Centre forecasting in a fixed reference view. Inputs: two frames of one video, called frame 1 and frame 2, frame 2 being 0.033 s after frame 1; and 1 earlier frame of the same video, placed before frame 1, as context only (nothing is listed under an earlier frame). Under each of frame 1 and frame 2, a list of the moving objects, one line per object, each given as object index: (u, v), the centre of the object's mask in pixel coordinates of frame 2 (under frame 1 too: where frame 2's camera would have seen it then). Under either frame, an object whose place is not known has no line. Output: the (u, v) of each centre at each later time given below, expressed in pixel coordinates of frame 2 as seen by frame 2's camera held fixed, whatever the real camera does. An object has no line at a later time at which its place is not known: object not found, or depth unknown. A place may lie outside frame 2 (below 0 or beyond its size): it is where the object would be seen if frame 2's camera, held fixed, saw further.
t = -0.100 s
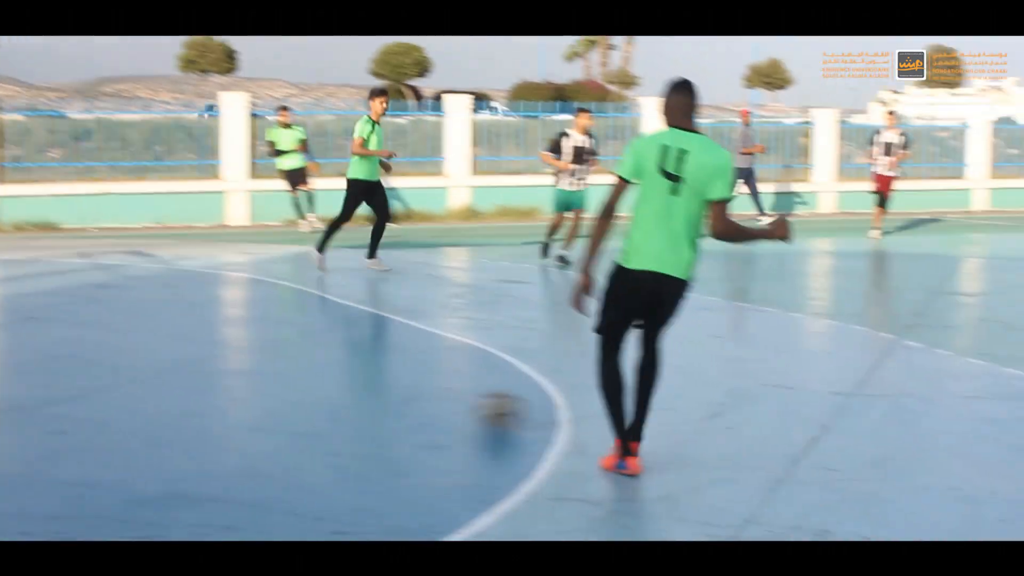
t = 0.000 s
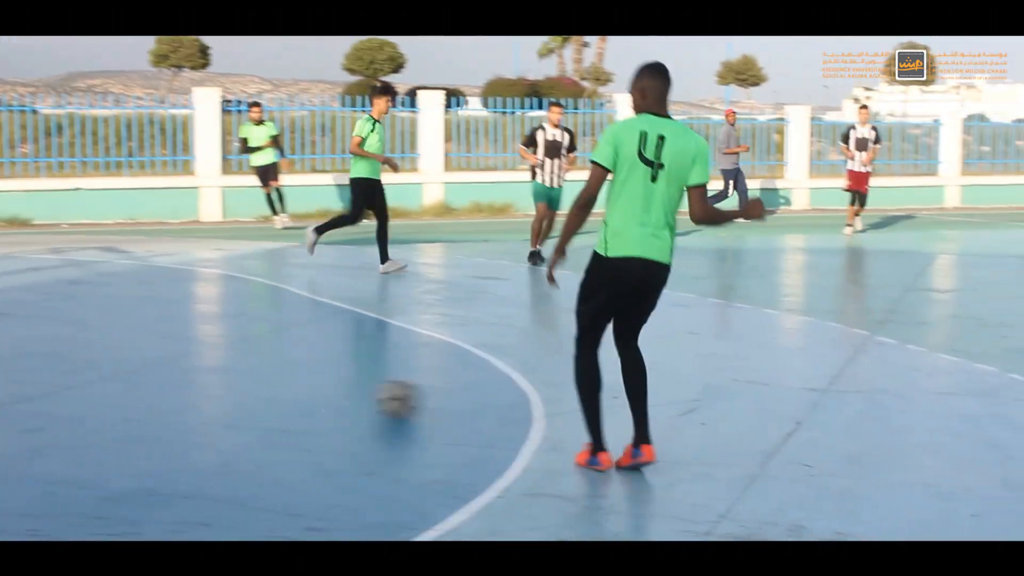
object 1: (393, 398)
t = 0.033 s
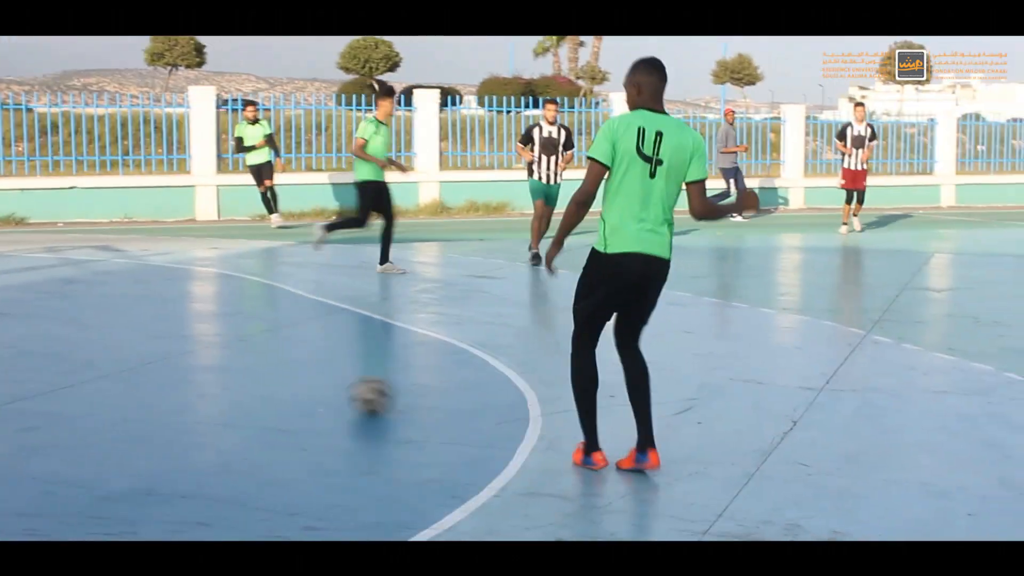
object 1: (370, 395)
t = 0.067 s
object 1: (350, 394)
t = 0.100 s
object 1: (331, 392)
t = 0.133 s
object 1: (312, 390)
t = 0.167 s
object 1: (296, 388)
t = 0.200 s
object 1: (280, 387)
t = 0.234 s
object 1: (265, 385)
